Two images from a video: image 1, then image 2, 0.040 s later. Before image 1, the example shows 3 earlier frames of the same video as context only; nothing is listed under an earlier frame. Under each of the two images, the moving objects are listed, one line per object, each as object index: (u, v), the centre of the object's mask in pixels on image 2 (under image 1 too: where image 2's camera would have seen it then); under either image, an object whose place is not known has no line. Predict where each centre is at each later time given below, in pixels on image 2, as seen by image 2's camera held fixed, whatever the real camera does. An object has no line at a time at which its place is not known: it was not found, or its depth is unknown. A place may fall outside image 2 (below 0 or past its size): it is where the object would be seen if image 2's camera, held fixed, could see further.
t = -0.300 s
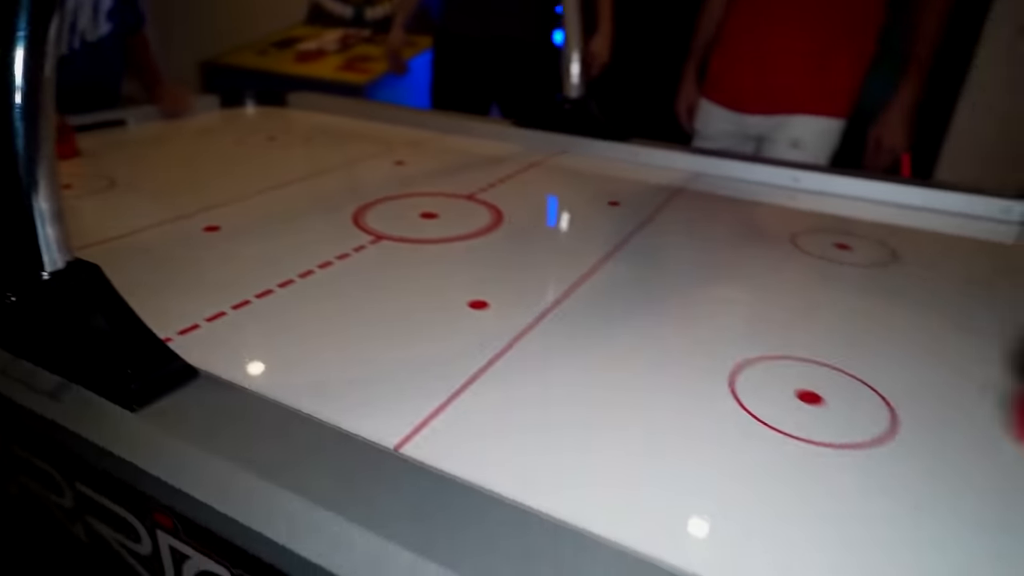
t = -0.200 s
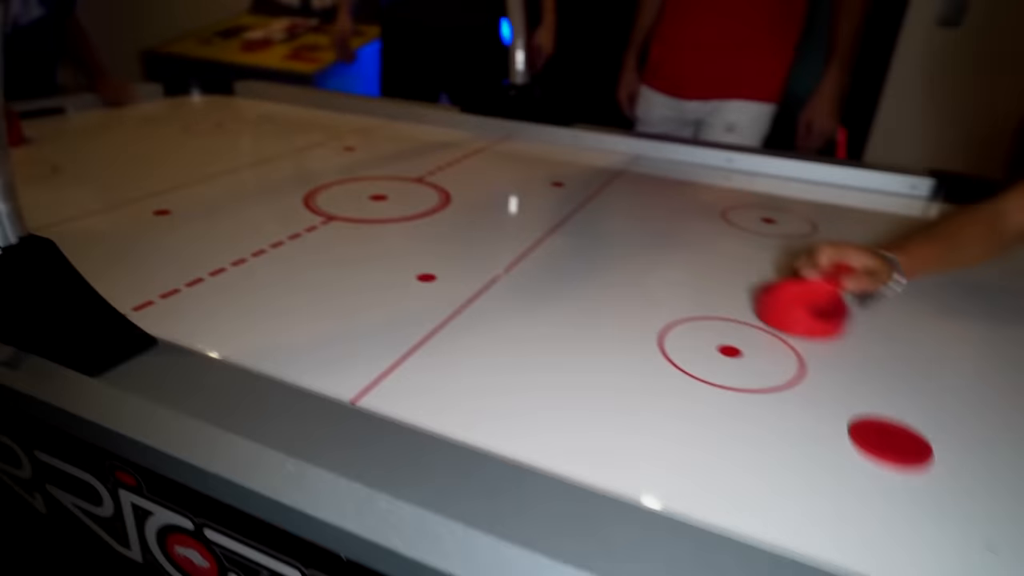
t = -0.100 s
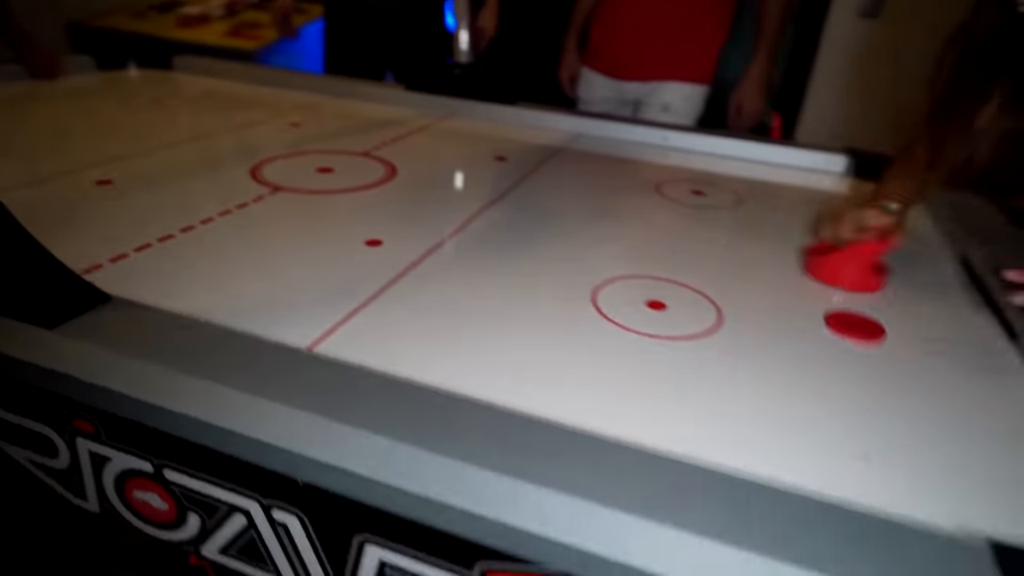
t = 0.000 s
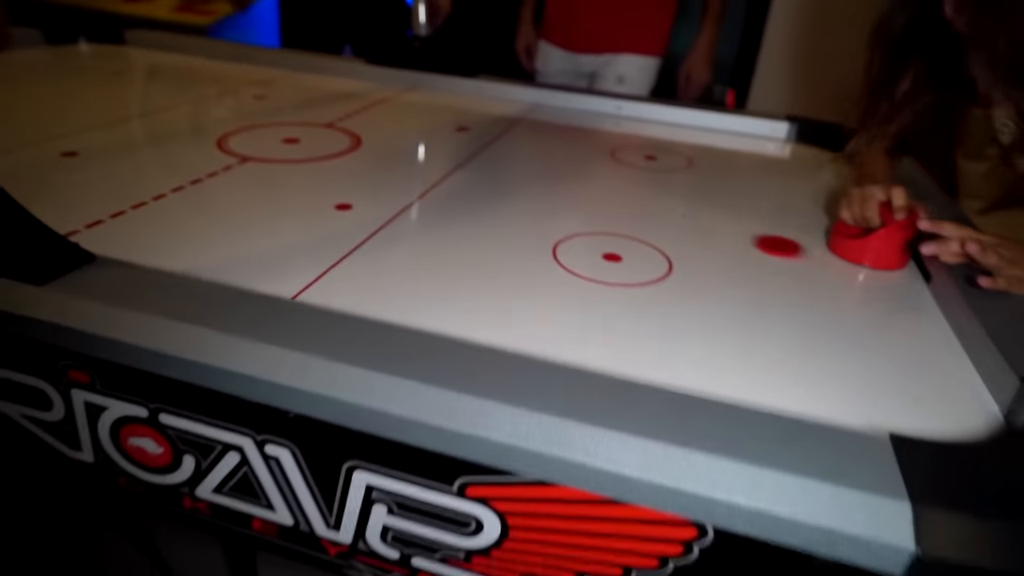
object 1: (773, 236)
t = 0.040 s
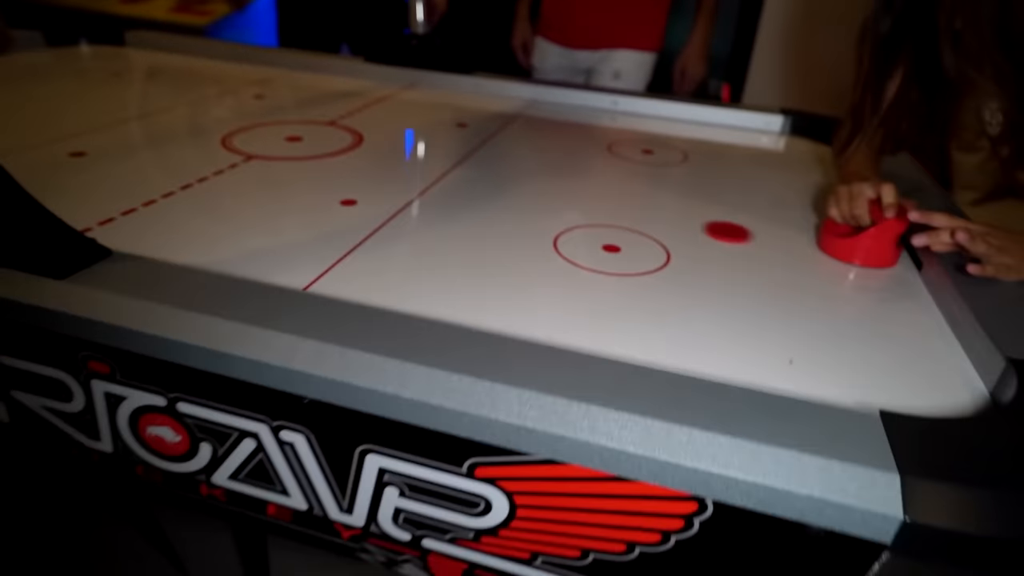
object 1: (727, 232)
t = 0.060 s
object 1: (705, 230)
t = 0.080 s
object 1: (684, 228)
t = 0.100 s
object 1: (663, 226)
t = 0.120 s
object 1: (642, 224)
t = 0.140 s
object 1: (622, 223)
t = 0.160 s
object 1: (603, 221)
